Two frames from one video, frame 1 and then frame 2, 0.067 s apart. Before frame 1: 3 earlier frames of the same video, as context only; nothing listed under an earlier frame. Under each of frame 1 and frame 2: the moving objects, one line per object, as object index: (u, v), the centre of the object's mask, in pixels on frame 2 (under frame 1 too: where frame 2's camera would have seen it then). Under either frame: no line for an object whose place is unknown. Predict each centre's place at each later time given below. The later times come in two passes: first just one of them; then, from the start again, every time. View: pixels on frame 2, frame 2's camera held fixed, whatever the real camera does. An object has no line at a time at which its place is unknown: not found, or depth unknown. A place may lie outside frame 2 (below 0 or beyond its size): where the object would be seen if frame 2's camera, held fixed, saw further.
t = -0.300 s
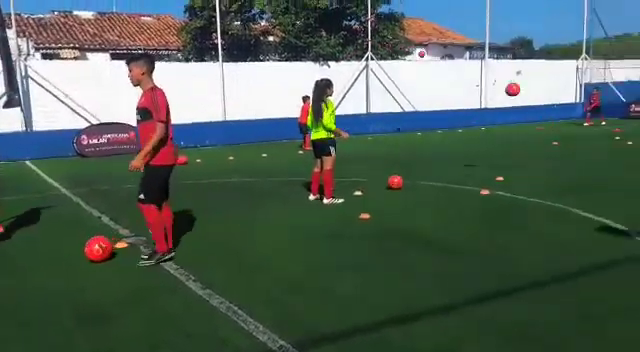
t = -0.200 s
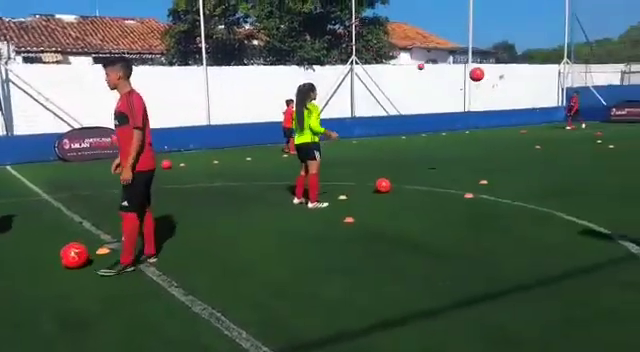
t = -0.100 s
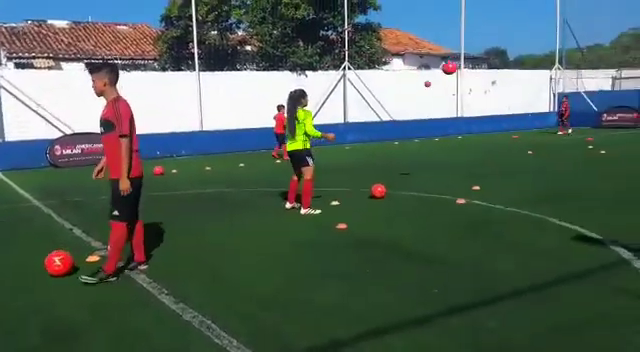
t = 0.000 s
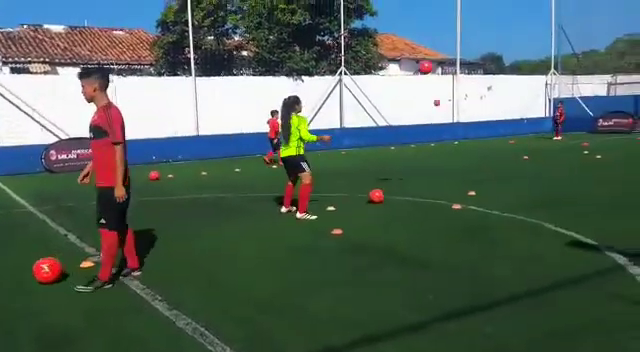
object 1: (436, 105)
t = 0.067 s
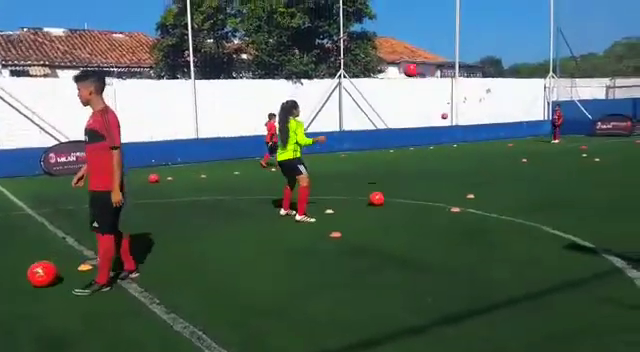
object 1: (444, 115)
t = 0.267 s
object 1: (467, 141)
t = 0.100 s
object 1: (448, 122)
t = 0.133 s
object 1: (452, 127)
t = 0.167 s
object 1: (455, 131)
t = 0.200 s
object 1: (460, 136)
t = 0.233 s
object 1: (465, 146)
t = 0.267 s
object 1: (467, 141)
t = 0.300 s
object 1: (468, 136)
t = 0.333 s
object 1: (469, 131)
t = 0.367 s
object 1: (472, 127)
